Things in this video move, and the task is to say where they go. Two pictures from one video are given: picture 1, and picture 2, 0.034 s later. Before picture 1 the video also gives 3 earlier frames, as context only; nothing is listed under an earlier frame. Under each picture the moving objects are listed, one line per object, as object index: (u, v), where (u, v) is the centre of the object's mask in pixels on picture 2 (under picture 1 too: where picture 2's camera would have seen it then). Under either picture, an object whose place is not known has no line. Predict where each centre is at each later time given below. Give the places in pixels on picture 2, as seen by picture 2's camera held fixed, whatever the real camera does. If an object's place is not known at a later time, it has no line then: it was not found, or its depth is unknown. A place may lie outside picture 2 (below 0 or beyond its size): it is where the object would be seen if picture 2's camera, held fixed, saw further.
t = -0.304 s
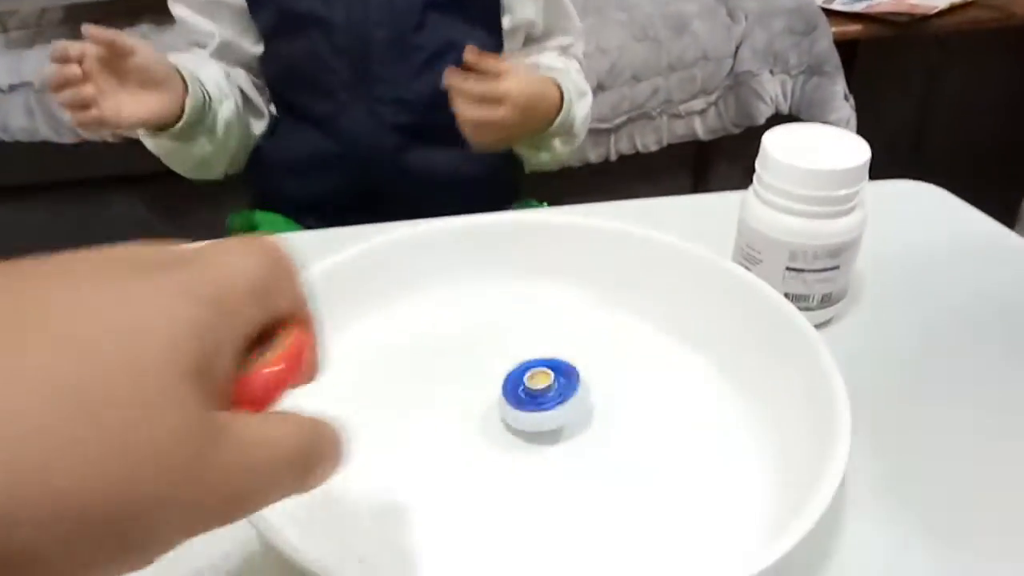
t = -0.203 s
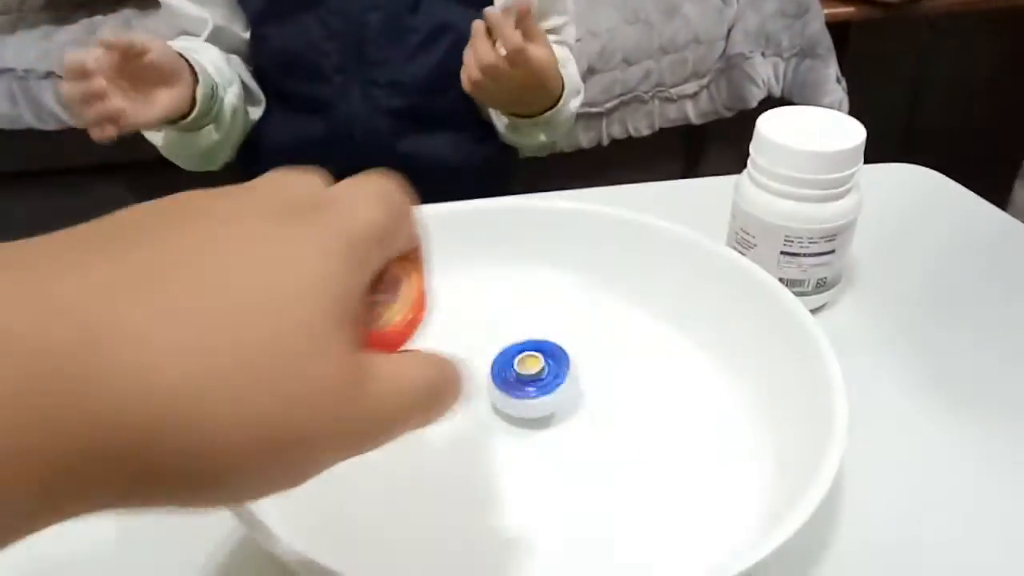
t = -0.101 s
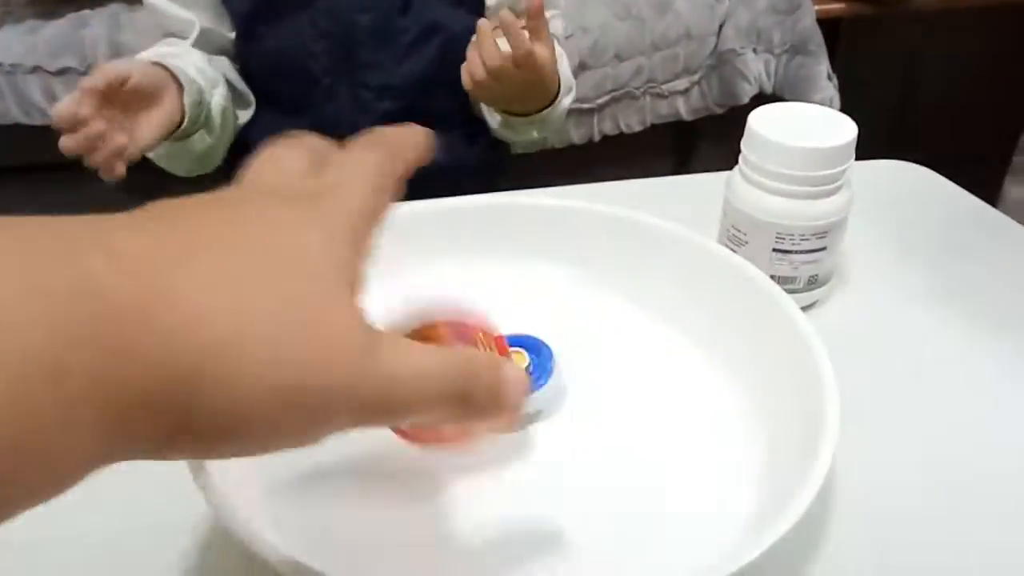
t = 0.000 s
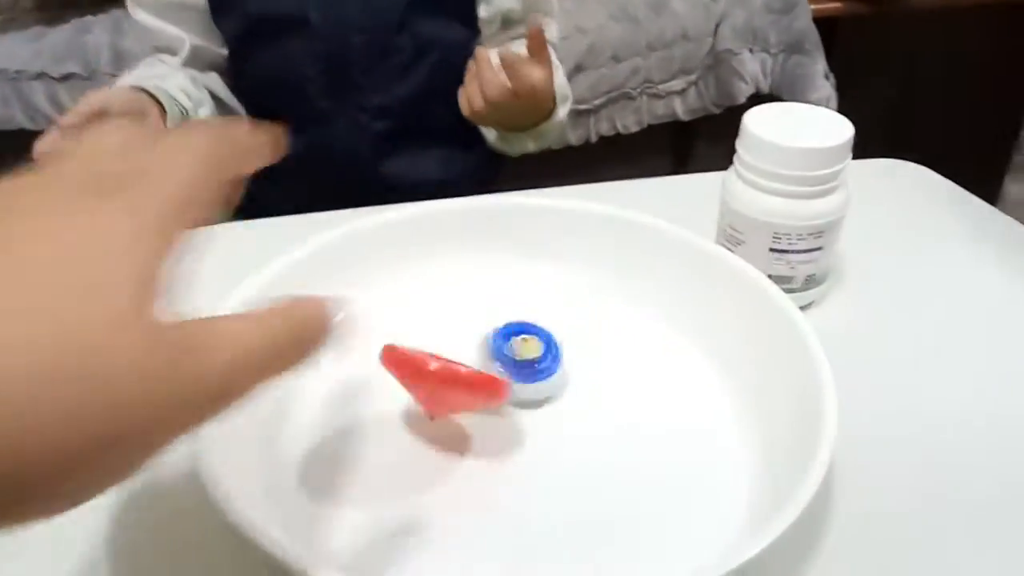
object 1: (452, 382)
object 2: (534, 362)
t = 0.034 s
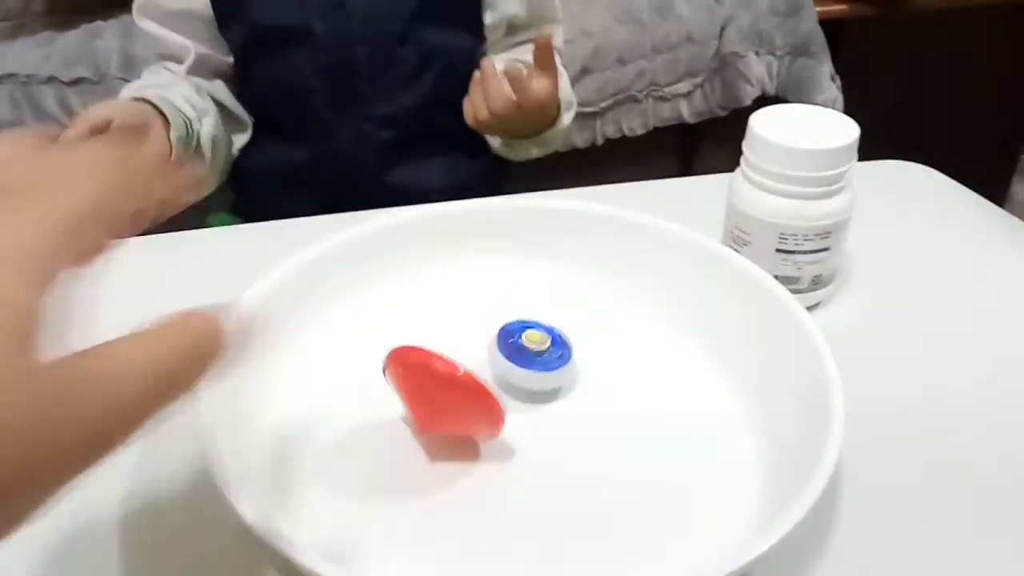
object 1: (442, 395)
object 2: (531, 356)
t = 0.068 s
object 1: (429, 410)
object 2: (532, 353)
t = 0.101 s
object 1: (420, 421)
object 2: (532, 351)
